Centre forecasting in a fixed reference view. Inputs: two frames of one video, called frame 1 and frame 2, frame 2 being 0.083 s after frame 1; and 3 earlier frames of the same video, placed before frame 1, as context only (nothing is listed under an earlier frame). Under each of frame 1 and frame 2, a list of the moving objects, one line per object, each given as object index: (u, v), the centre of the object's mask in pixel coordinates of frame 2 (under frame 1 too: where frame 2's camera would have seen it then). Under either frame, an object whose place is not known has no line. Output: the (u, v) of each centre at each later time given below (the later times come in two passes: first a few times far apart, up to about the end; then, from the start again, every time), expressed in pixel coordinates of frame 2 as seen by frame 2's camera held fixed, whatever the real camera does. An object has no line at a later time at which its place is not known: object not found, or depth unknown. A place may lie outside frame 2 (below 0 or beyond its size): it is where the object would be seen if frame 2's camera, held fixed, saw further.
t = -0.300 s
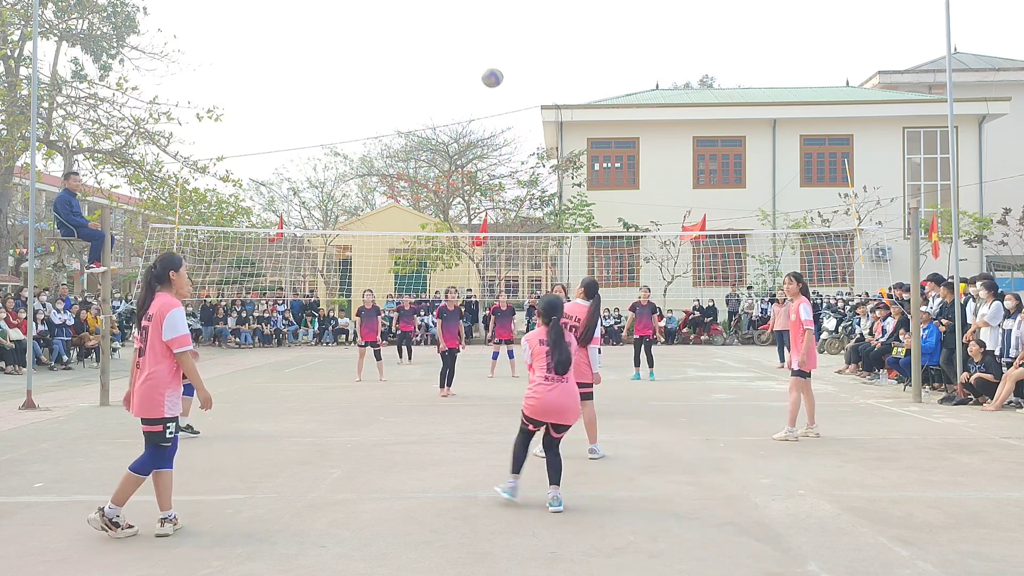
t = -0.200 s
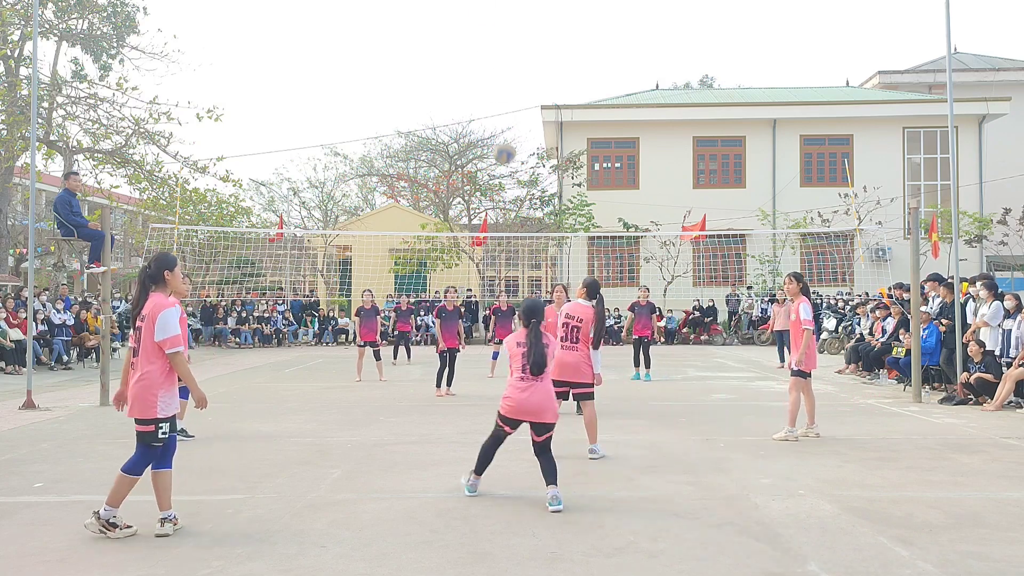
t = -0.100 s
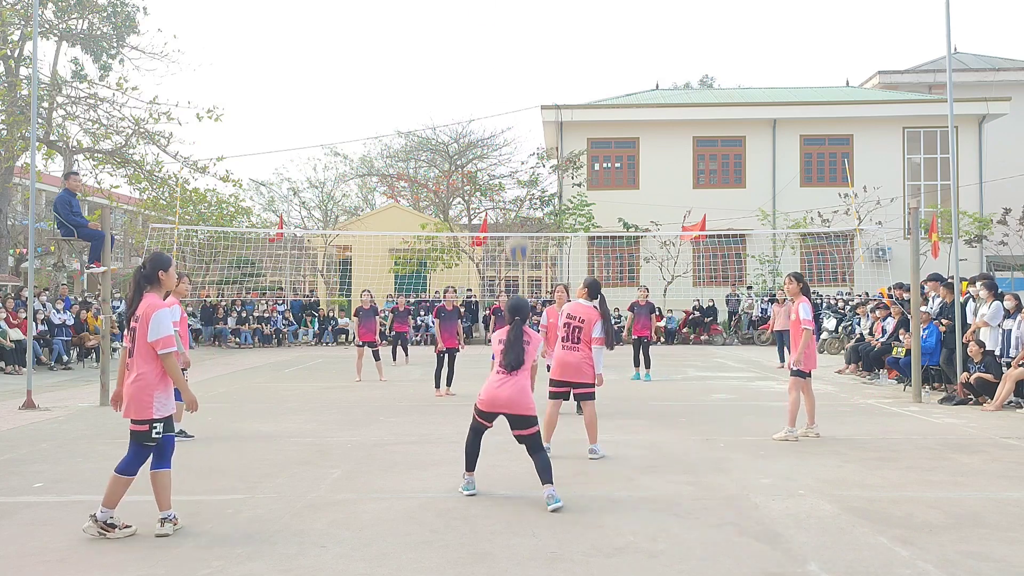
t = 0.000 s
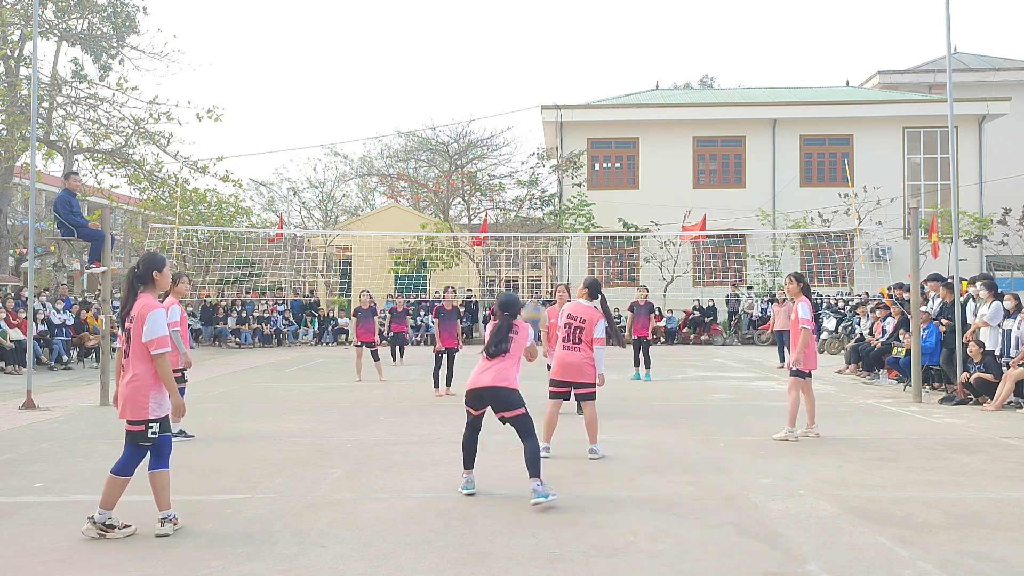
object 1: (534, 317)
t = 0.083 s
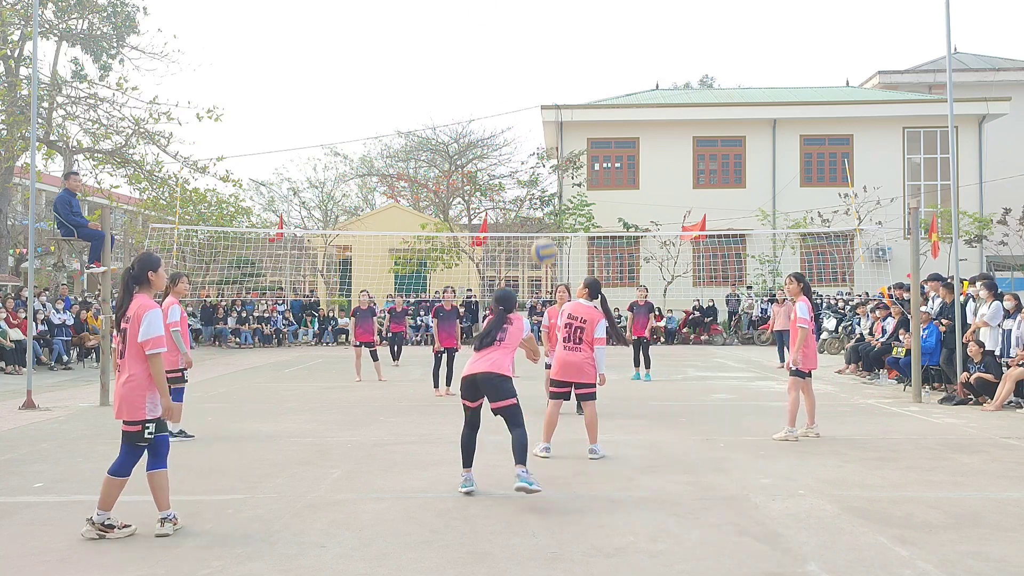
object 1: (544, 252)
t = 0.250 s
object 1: (561, 158)
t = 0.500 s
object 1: (586, 84)
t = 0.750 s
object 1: (607, 85)
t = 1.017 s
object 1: (626, 152)
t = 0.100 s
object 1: (546, 241)
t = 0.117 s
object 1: (547, 228)
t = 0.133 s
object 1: (550, 219)
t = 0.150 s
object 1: (552, 208)
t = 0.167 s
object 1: (553, 199)
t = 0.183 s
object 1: (555, 189)
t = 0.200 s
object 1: (557, 180)
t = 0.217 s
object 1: (558, 172)
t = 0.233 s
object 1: (560, 164)
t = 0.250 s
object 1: (561, 158)
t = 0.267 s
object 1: (563, 150)
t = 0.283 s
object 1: (565, 143)
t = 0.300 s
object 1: (566, 135)
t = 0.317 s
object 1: (568, 128)
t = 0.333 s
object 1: (570, 122)
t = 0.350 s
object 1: (572, 117)
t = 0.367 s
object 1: (573, 112)
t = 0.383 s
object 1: (575, 107)
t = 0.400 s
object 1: (577, 103)
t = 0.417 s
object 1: (578, 99)
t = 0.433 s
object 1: (580, 95)
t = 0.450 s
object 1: (581, 92)
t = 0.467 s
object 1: (583, 89)
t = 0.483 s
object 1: (584, 86)
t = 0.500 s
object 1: (586, 84)
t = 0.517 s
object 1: (587, 82)
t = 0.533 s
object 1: (589, 80)
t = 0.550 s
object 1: (590, 79)
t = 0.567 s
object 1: (591, 78)
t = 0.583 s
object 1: (593, 77)
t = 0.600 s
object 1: (594, 77)
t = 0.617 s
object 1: (596, 77)
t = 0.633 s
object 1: (597, 76)
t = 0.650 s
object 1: (599, 77)
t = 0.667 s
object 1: (600, 77)
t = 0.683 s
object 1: (601, 78)
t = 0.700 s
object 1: (603, 80)
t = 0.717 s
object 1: (604, 81)
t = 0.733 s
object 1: (606, 83)
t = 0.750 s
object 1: (607, 85)
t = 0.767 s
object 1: (608, 87)
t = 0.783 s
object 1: (610, 90)
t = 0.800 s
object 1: (611, 93)
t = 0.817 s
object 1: (612, 96)
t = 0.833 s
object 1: (613, 100)
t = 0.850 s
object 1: (614, 104)
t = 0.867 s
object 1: (615, 107)
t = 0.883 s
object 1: (617, 112)
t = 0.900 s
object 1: (618, 116)
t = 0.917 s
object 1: (619, 120)
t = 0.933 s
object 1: (620, 125)
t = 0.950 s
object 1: (621, 130)
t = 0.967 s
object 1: (622, 135)
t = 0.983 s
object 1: (624, 141)
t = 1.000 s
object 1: (625, 146)
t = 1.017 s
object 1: (626, 152)
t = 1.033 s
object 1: (628, 157)
